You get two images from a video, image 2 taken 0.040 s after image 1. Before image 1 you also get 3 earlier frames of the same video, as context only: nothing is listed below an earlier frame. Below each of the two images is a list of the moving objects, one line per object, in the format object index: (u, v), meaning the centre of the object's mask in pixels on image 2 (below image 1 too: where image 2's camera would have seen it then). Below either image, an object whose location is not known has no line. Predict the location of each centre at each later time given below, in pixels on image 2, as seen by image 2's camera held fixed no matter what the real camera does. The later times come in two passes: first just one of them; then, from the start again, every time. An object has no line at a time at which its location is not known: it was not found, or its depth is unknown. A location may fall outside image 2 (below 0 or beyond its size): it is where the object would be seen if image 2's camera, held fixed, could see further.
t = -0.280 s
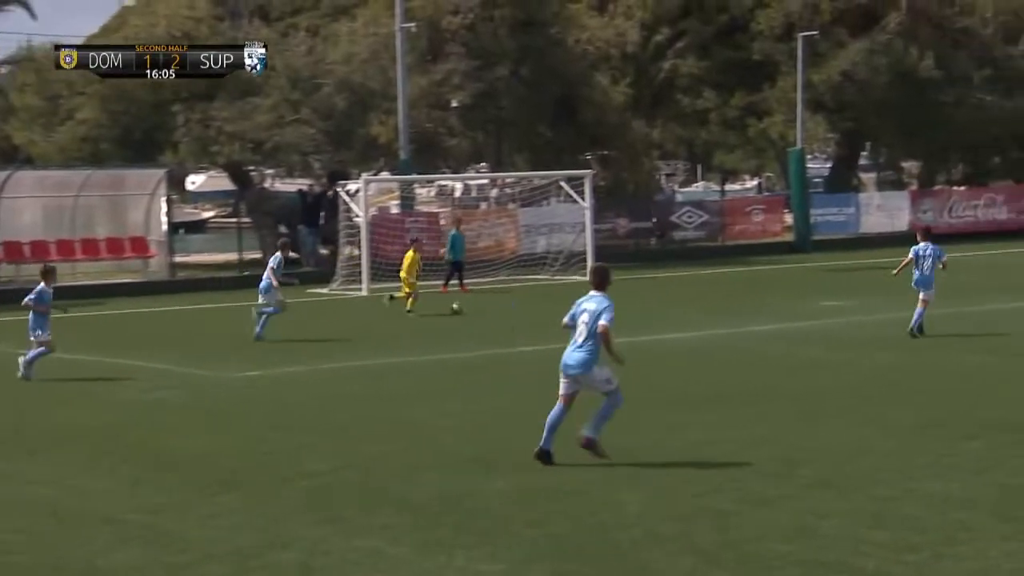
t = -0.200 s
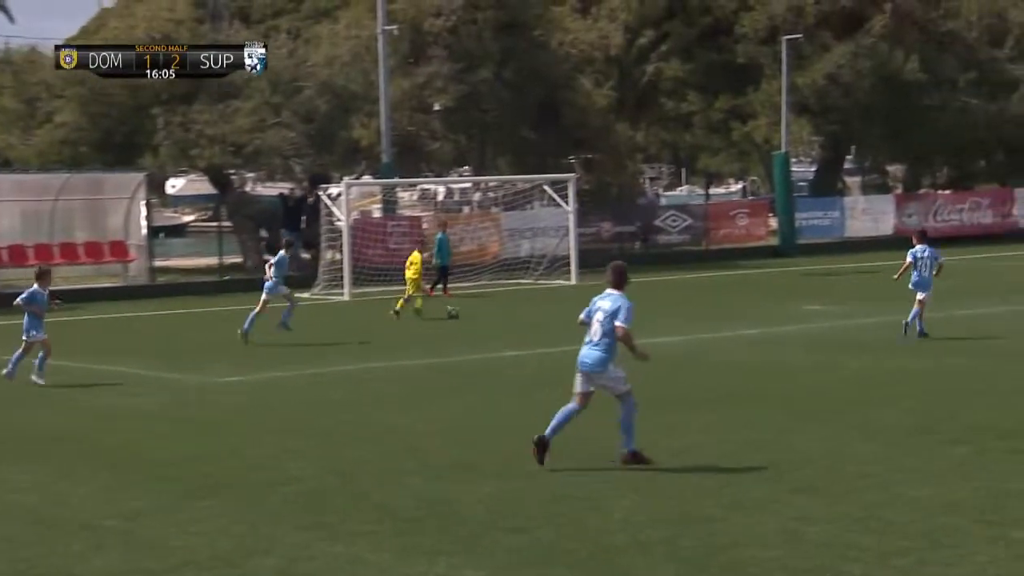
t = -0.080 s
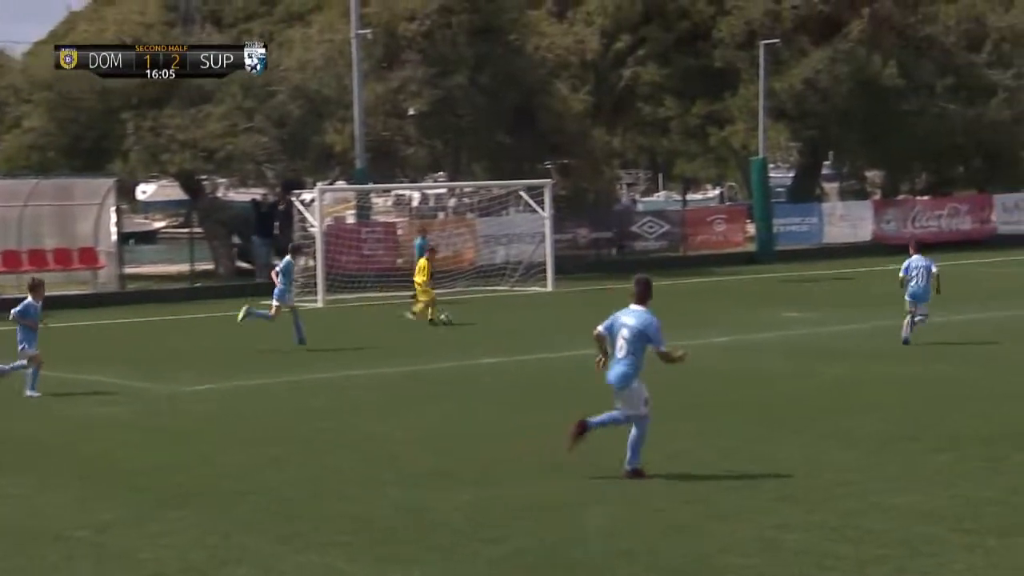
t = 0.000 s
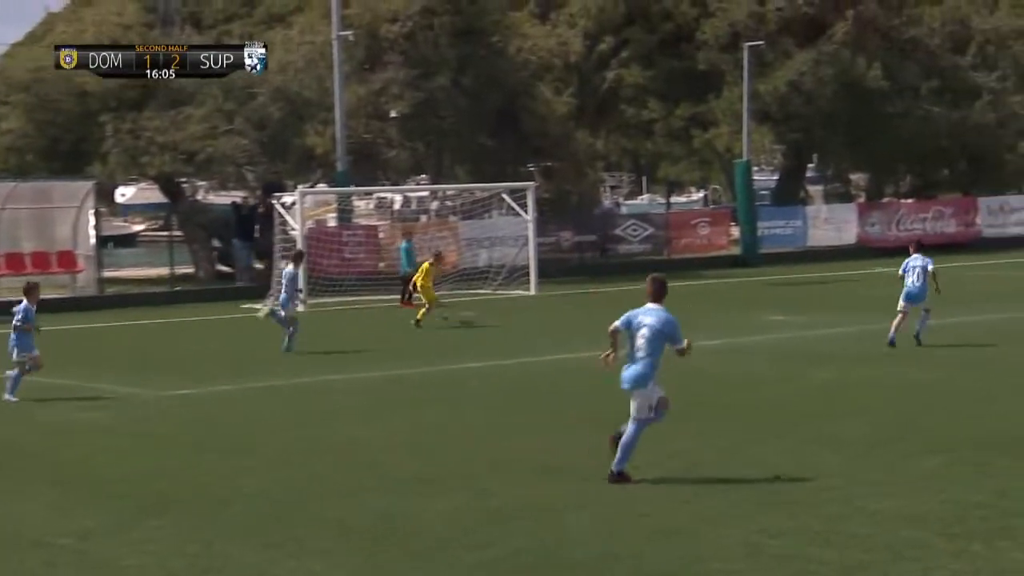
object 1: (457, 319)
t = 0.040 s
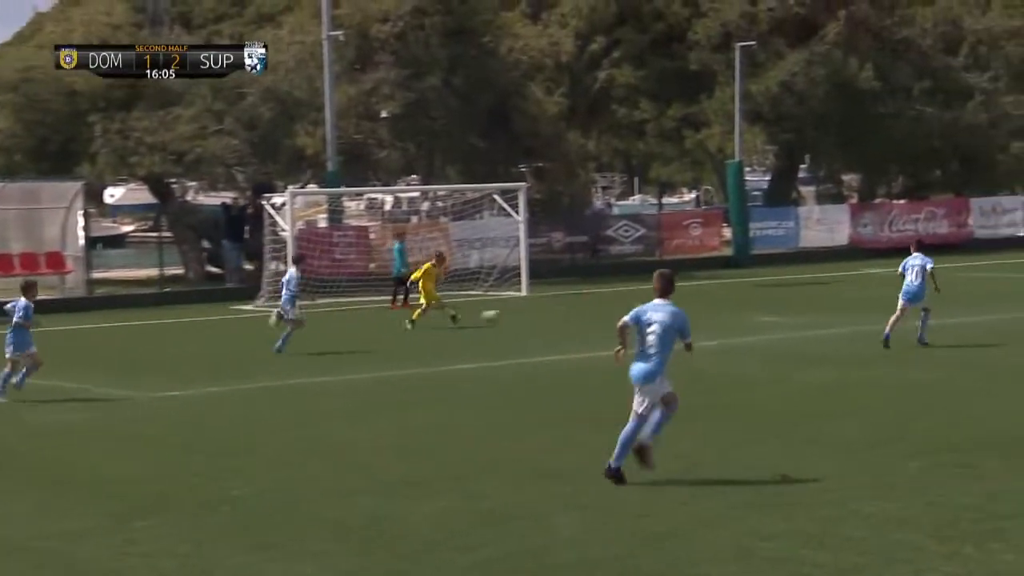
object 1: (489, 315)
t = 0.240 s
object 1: (645, 308)
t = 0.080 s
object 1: (523, 313)
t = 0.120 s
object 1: (556, 313)
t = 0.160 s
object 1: (588, 312)
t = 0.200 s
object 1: (618, 310)
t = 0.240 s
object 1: (645, 308)
